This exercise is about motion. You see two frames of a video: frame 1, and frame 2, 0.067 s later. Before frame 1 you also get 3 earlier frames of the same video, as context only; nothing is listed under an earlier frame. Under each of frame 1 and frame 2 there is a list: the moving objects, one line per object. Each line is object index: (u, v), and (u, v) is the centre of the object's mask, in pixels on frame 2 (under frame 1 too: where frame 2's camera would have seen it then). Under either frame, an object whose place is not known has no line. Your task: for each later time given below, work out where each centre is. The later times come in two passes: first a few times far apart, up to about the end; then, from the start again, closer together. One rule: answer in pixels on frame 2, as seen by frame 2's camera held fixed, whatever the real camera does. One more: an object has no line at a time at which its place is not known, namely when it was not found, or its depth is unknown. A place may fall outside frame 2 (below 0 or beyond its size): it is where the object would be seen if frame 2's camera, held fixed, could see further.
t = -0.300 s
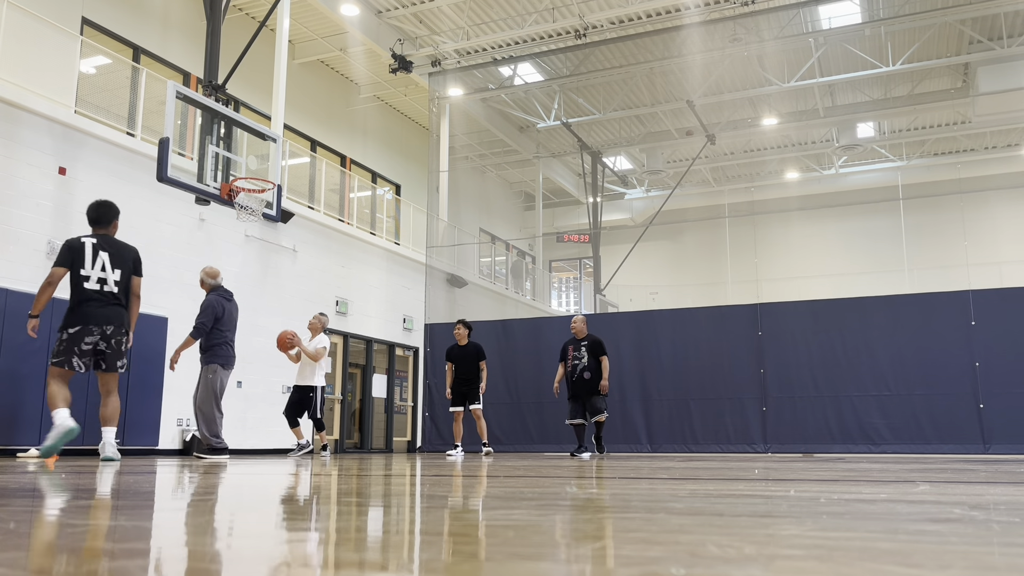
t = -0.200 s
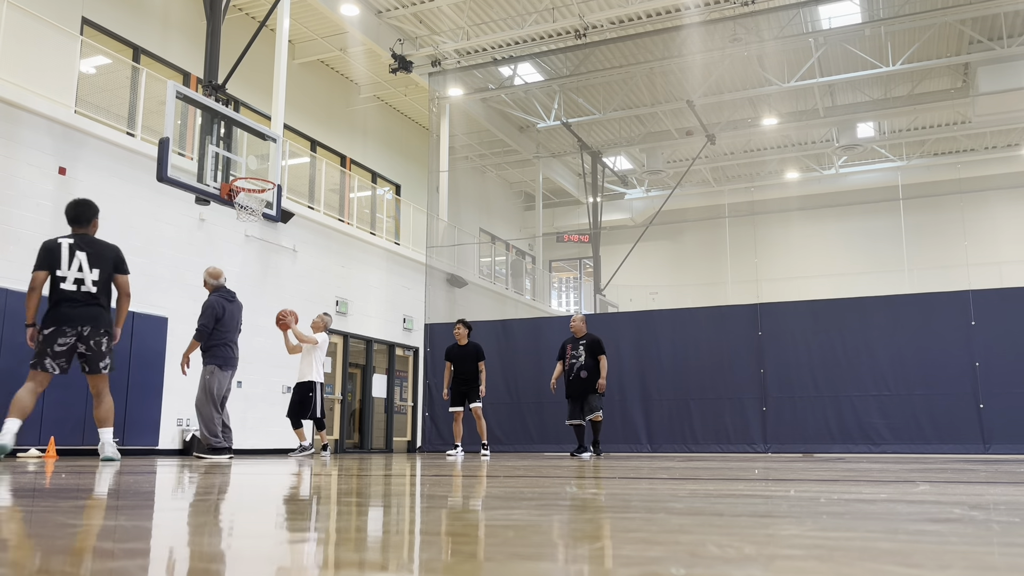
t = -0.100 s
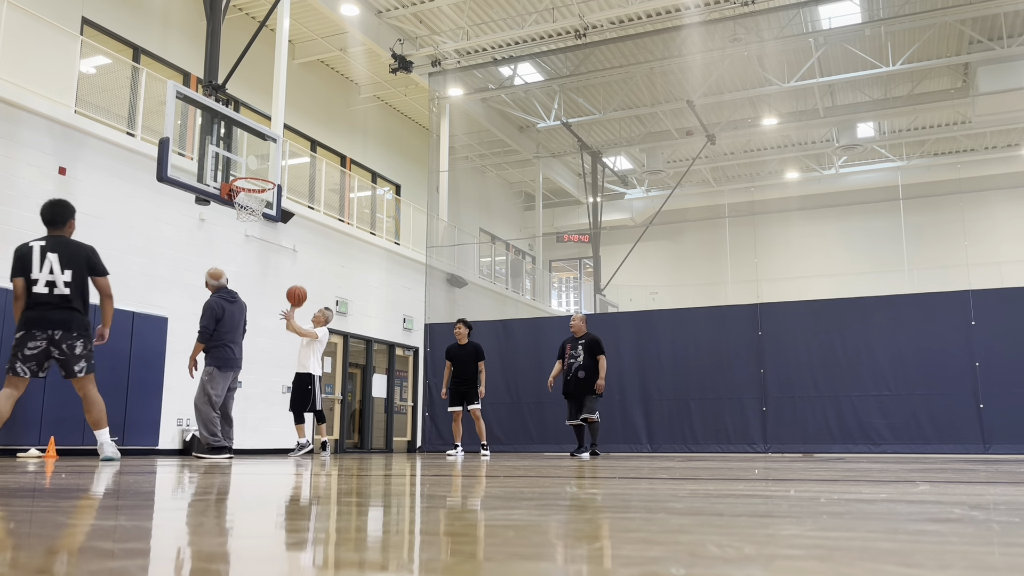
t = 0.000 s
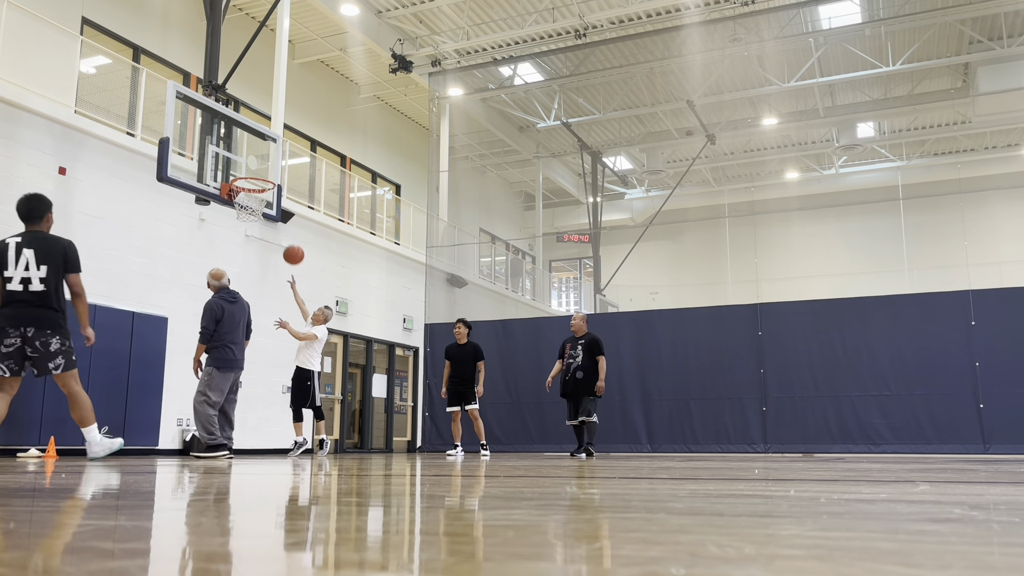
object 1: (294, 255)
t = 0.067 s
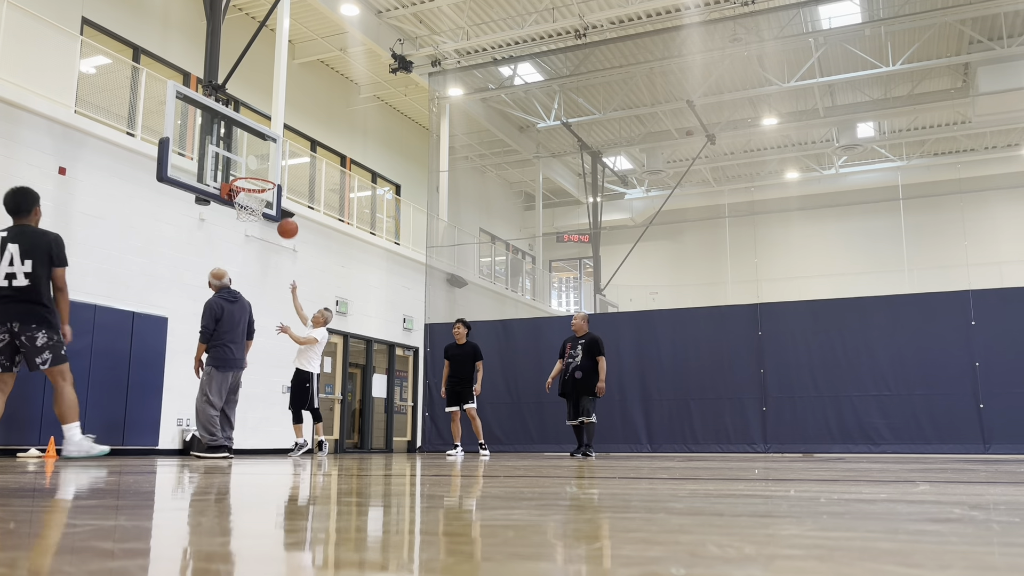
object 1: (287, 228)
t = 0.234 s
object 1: (273, 178)
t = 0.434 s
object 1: (252, 151)
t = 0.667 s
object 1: (248, 163)
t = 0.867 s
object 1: (247, 207)
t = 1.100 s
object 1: (253, 274)
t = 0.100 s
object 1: (285, 217)
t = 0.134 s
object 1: (281, 207)
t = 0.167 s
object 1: (279, 197)
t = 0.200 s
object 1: (278, 189)
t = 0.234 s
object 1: (273, 178)
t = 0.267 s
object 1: (269, 172)
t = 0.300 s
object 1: (265, 167)
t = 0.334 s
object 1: (262, 162)
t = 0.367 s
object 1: (259, 157)
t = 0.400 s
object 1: (255, 154)
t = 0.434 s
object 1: (252, 151)
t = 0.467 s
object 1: (248, 150)
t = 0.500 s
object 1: (248, 149)
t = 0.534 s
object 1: (248, 150)
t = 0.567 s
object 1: (248, 152)
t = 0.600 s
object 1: (248, 155)
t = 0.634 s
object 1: (248, 159)
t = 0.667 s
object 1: (248, 163)
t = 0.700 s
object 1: (248, 168)
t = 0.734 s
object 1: (247, 175)
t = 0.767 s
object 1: (248, 183)
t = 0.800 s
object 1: (247, 191)
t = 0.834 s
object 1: (247, 200)
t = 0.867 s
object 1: (247, 207)
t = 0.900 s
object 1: (248, 216)
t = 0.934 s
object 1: (249, 221)
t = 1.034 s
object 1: (251, 250)
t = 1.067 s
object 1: (252, 261)
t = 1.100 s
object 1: (253, 274)
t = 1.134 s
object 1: (254, 287)
